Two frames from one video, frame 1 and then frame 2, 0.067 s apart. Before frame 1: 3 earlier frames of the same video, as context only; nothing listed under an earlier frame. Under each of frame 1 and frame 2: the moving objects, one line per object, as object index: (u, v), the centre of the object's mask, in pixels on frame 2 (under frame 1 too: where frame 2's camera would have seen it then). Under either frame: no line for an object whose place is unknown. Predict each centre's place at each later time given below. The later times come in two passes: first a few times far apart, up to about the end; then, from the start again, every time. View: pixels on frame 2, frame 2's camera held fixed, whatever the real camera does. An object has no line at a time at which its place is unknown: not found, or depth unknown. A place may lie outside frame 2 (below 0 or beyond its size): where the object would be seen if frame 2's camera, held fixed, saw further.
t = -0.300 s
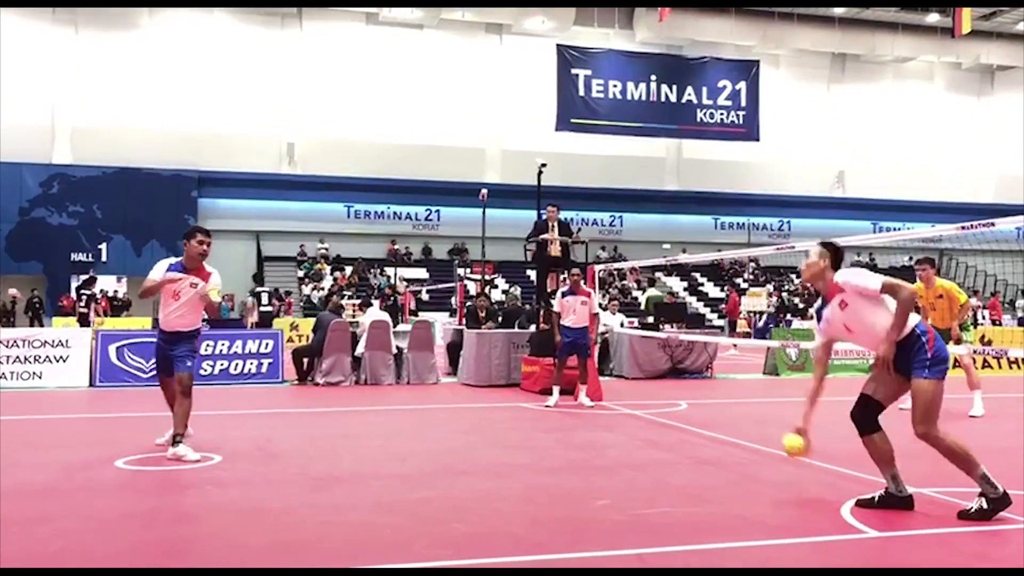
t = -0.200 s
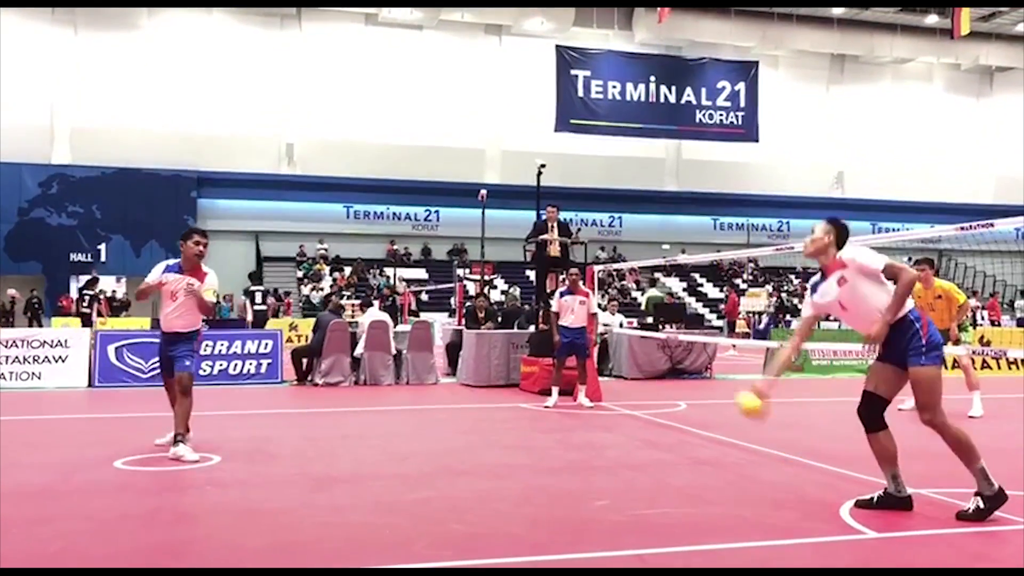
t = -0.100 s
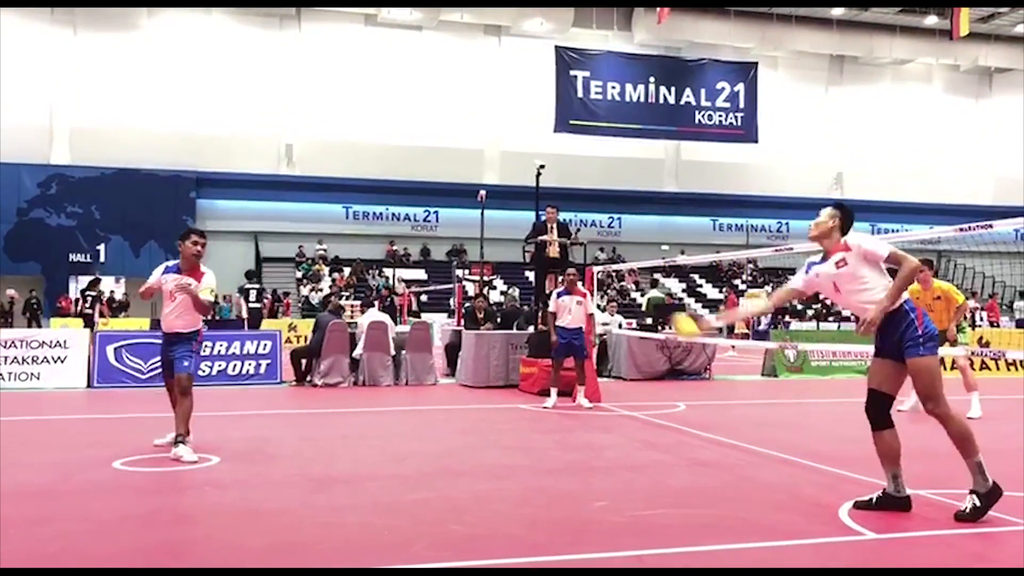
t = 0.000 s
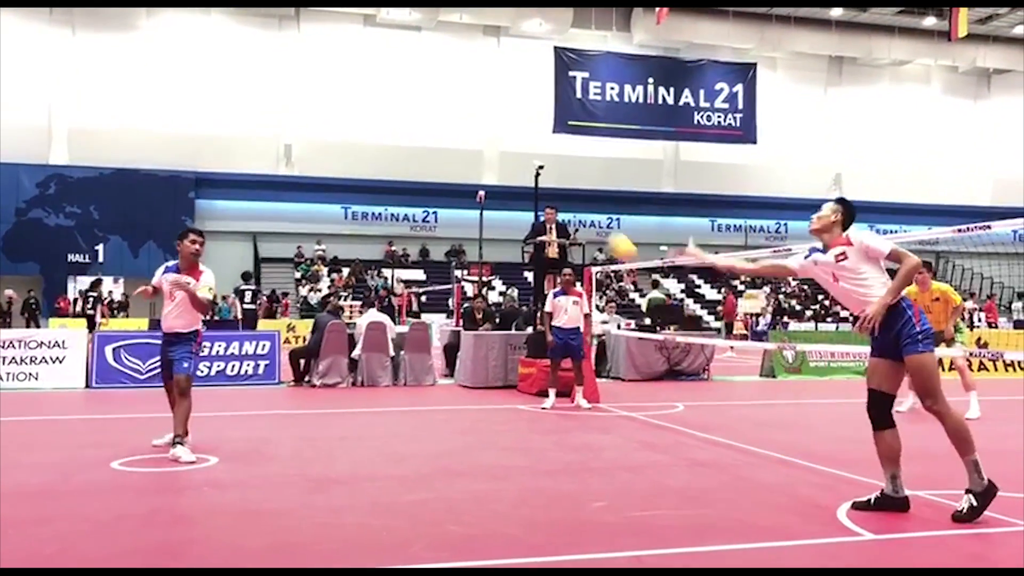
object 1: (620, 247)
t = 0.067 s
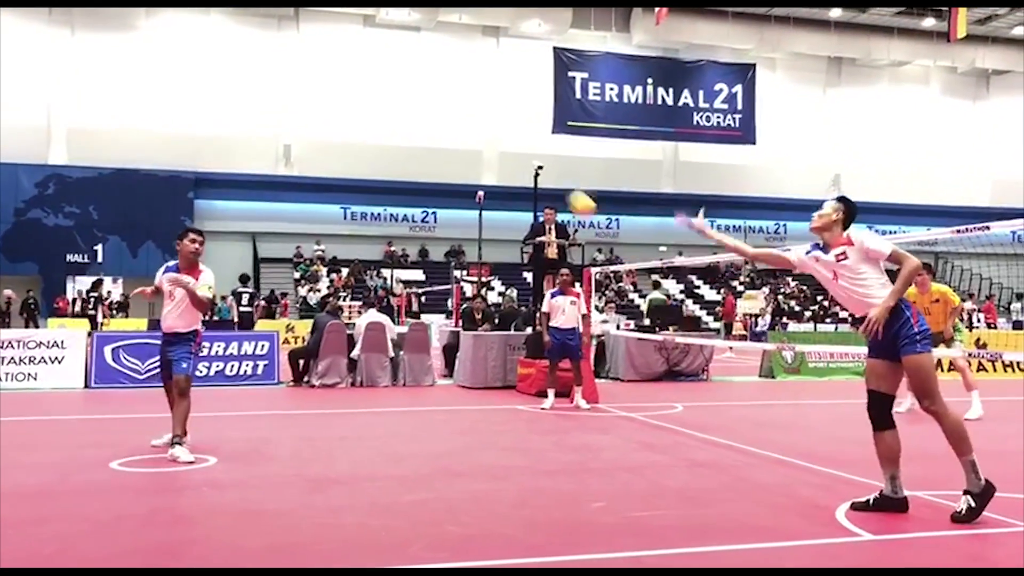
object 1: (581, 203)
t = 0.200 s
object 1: (503, 144)
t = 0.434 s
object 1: (379, 106)
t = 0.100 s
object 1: (563, 188)
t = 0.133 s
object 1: (543, 171)
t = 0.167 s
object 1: (521, 156)
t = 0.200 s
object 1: (503, 144)
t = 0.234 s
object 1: (487, 134)
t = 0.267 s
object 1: (468, 125)
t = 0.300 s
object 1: (449, 117)
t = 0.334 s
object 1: (431, 112)
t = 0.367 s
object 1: (414, 108)
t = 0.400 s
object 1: (396, 106)
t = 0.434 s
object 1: (379, 106)
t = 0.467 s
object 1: (361, 108)
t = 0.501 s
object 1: (343, 111)
